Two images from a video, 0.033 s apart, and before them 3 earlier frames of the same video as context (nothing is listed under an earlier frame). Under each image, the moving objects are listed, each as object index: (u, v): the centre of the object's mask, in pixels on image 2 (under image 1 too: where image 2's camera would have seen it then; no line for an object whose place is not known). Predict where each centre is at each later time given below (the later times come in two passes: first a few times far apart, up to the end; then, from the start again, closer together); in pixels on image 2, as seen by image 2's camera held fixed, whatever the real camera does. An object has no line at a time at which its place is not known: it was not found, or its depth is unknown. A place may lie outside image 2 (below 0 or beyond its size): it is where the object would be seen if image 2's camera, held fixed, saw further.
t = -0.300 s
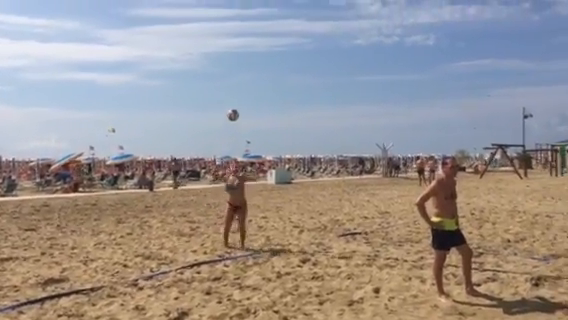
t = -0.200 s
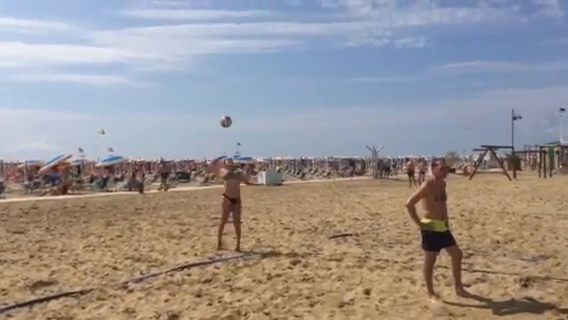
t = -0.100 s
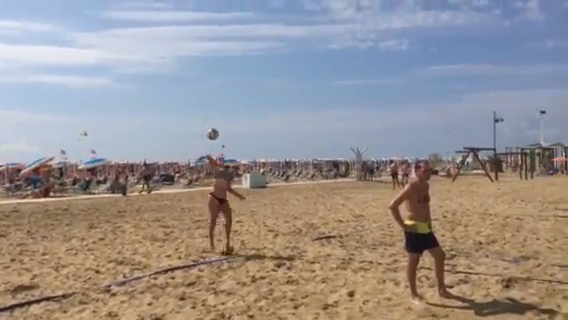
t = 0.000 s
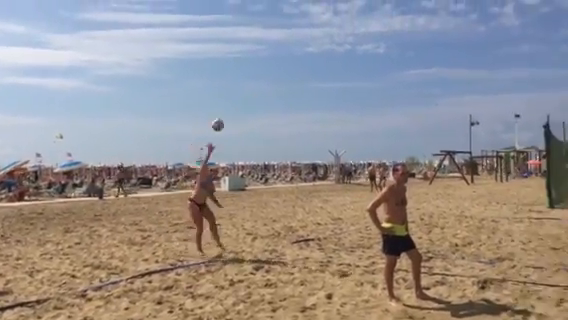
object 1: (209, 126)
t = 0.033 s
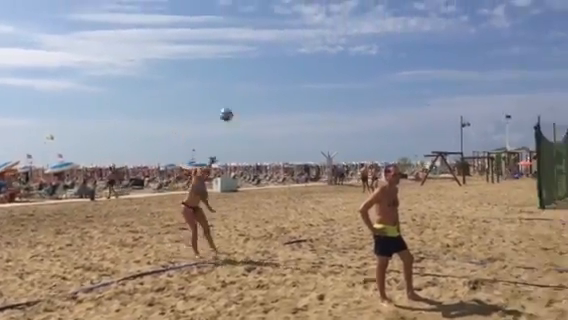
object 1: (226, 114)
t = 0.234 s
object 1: (351, 44)
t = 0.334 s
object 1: (436, 10)
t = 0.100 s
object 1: (262, 92)
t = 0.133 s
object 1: (282, 80)
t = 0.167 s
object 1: (304, 68)
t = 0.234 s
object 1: (351, 44)
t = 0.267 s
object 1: (377, 33)
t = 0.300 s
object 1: (405, 21)
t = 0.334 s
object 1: (436, 10)
